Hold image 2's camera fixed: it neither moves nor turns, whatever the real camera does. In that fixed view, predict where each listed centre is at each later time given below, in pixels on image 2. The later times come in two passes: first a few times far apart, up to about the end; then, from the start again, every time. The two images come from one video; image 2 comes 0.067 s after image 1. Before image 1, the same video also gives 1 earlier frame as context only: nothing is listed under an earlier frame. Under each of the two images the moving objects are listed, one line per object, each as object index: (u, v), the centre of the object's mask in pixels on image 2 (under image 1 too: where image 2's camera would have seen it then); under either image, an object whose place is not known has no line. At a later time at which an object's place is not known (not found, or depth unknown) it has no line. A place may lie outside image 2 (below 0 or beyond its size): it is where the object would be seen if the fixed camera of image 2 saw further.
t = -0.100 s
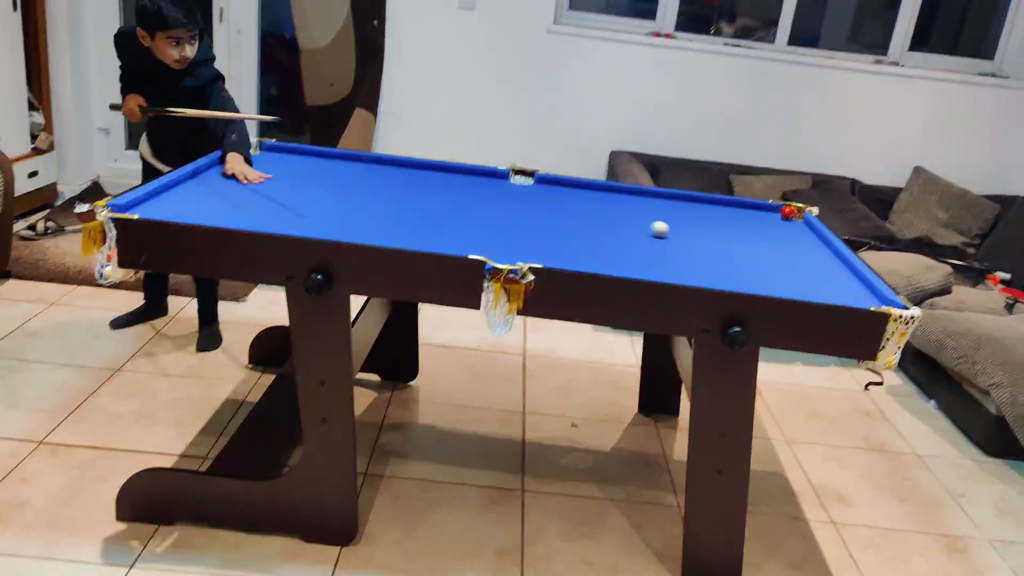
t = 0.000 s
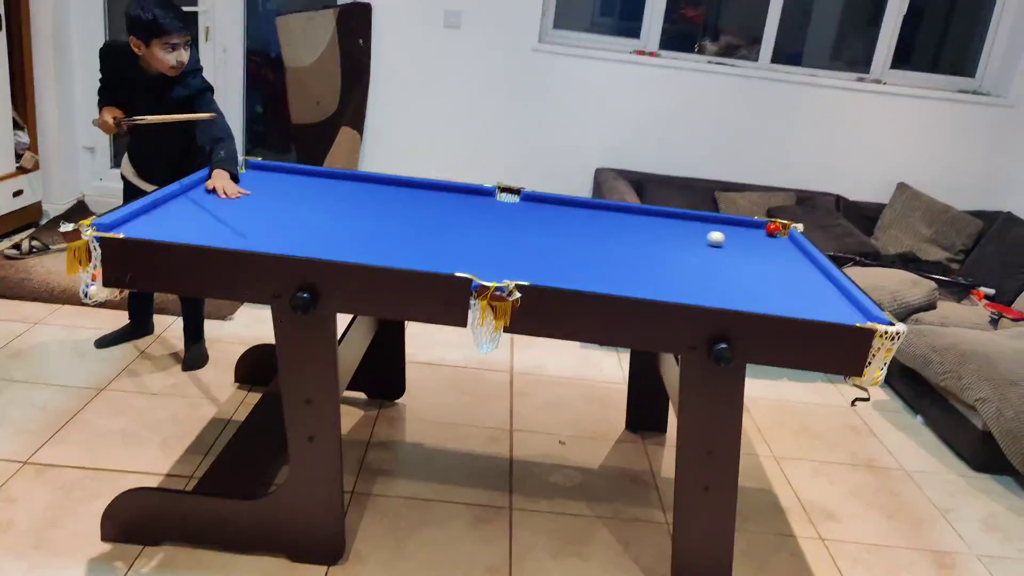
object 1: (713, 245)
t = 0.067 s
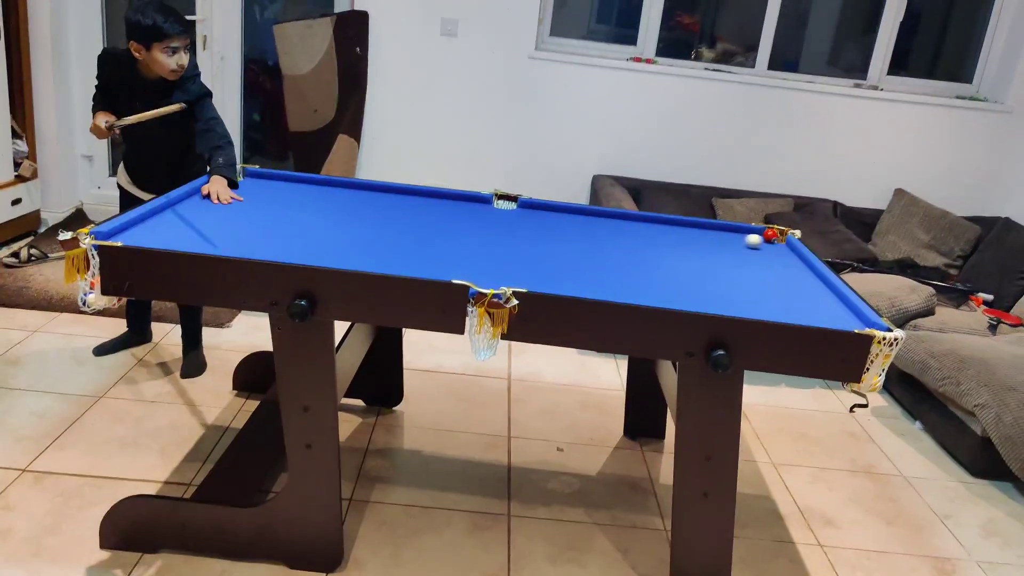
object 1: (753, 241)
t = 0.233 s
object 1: (741, 232)
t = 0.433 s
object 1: (689, 226)
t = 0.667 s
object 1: (647, 226)
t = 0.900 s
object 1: (605, 227)
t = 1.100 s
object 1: (569, 228)
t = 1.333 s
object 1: (526, 229)
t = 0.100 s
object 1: (773, 239)
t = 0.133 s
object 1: (780, 239)
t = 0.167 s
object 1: (767, 237)
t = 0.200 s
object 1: (754, 234)
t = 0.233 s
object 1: (741, 232)
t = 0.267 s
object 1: (730, 229)
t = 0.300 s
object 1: (719, 226)
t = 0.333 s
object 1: (711, 226)
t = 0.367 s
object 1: (703, 226)
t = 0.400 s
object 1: (696, 226)
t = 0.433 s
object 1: (689, 226)
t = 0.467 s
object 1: (683, 226)
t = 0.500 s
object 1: (677, 226)
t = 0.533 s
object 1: (671, 226)
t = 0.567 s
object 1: (665, 226)
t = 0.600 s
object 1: (659, 226)
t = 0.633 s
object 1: (653, 226)
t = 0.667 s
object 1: (647, 226)
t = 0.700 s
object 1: (641, 227)
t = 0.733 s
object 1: (635, 227)
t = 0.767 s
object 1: (629, 227)
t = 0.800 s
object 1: (623, 227)
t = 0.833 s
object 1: (617, 227)
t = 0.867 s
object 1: (611, 227)
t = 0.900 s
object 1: (605, 227)
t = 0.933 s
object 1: (599, 227)
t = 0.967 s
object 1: (593, 227)
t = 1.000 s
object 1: (587, 227)
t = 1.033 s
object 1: (581, 228)
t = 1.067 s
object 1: (575, 228)
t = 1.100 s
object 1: (569, 228)
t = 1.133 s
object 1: (563, 228)
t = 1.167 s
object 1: (557, 228)
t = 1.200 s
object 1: (551, 229)
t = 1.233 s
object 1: (545, 229)
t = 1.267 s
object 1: (538, 229)
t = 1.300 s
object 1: (532, 229)
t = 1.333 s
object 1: (526, 229)
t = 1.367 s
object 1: (520, 229)
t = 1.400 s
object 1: (514, 229)
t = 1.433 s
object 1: (508, 229)
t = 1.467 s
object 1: (502, 229)
